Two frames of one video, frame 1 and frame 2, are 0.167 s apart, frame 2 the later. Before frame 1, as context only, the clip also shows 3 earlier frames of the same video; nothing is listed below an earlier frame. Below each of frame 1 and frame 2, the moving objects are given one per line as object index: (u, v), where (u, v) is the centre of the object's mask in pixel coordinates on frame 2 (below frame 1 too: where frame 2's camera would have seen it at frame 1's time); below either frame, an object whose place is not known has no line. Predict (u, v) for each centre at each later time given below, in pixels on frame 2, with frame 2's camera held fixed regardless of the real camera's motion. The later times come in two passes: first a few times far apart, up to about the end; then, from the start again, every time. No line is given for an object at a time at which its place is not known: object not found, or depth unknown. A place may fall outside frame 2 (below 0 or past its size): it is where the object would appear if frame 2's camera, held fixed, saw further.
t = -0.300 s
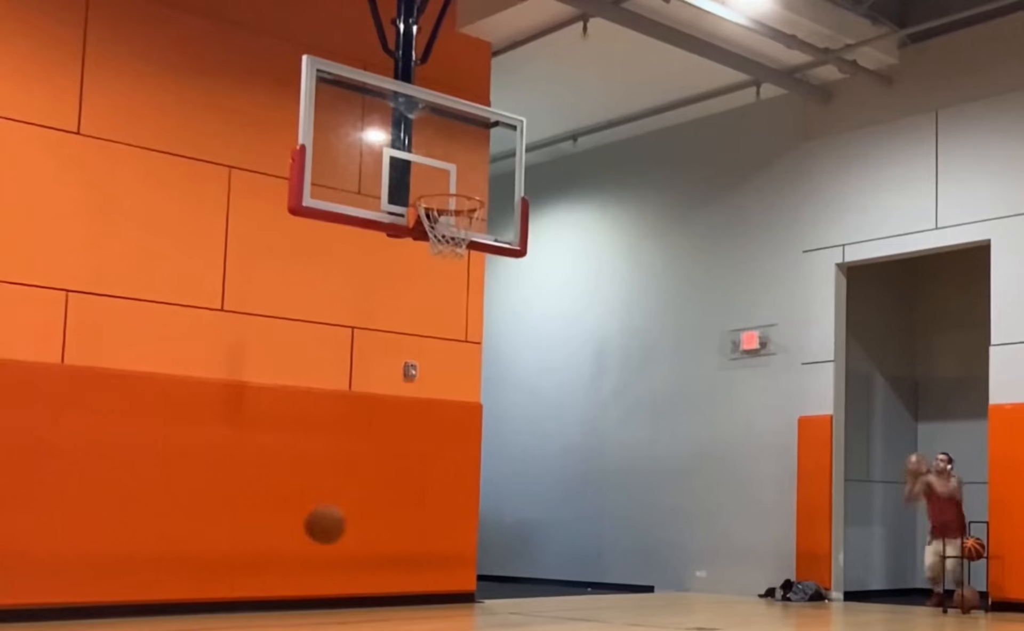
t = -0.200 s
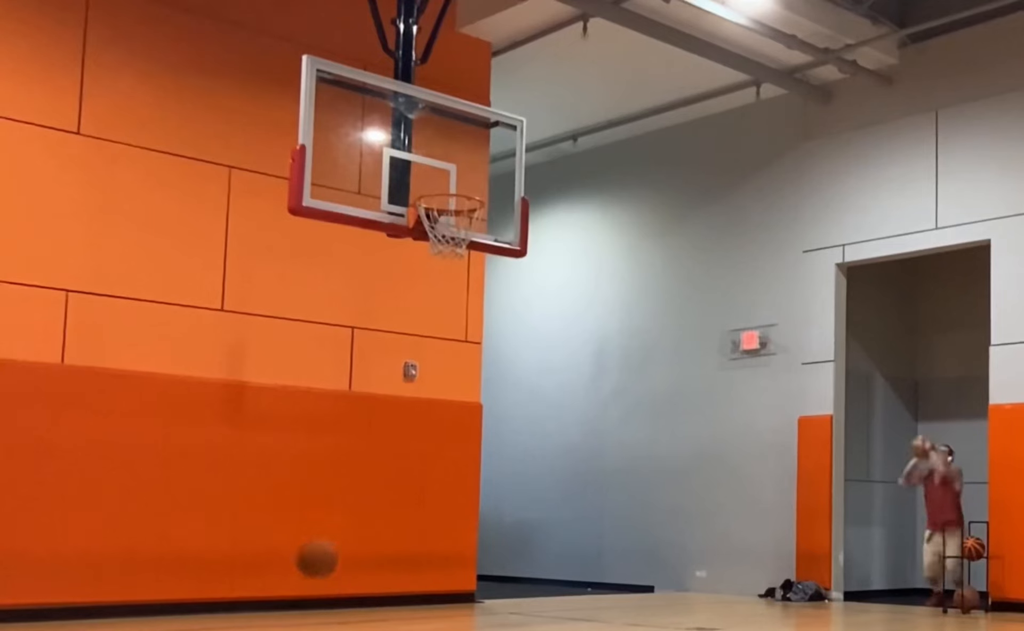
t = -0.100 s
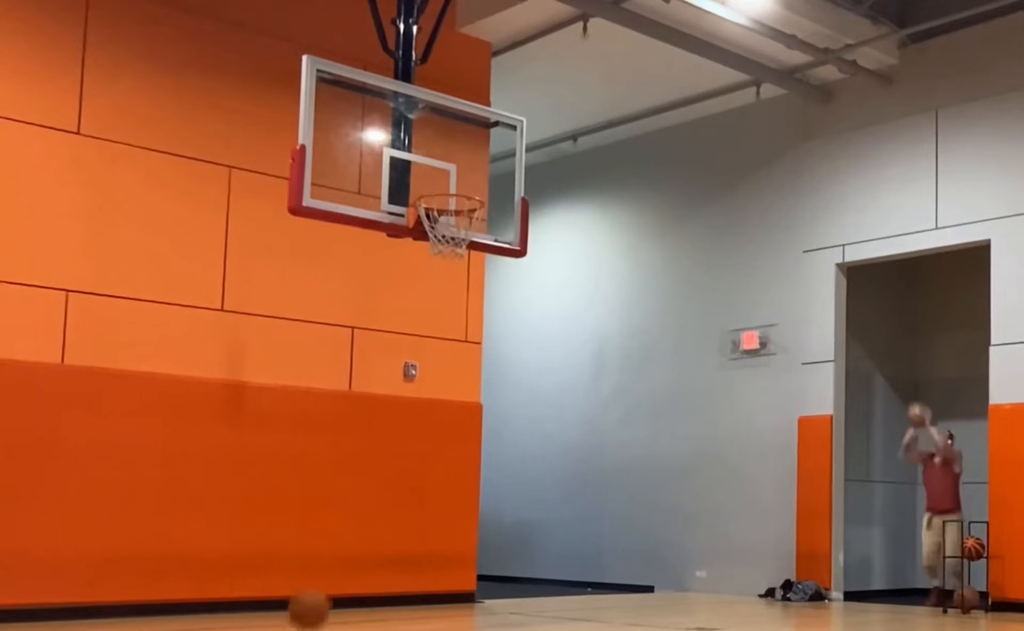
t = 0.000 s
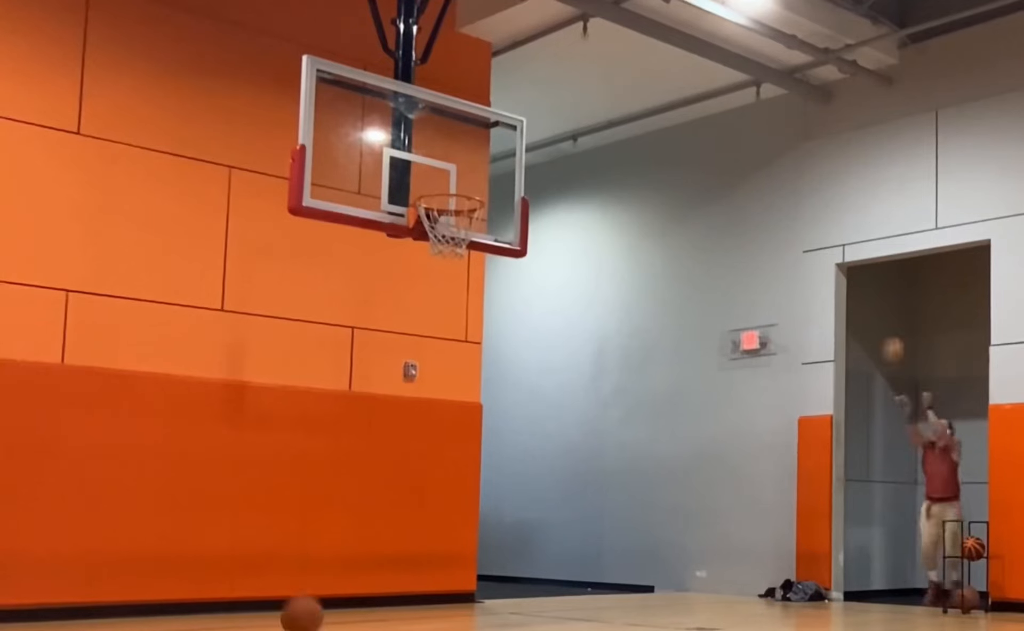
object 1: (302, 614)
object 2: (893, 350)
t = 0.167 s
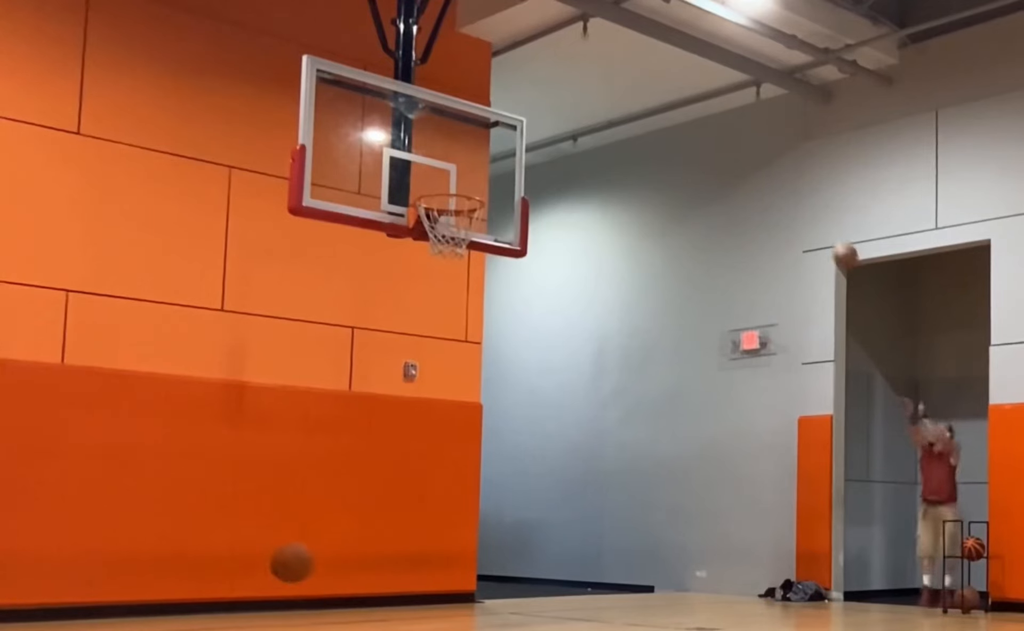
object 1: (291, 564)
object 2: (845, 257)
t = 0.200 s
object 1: (289, 559)
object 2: (834, 239)
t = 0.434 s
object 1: (270, 571)
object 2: (757, 144)
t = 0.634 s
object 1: (252, 626)
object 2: (683, 104)
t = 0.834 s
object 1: (237, 589)
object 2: (598, 107)
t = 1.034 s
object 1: (221, 607)
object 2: (501, 160)
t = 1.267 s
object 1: (199, 614)
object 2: (420, 220)
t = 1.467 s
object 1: (180, 615)
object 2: (433, 258)
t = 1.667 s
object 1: (161, 622)
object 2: (441, 350)
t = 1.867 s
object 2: (448, 497)
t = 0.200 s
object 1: (289, 559)
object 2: (834, 239)
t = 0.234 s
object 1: (286, 555)
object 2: (824, 222)
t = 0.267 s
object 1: (284, 553)
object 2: (813, 207)
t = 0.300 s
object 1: (282, 554)
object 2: (802, 192)
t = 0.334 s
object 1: (279, 555)
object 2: (791, 179)
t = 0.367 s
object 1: (276, 558)
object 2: (780, 166)
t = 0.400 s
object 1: (274, 565)
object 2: (768, 155)
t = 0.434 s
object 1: (270, 571)
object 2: (757, 144)
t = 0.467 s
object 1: (267, 582)
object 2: (745, 135)
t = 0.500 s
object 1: (264, 593)
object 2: (733, 126)
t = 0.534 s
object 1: (261, 606)
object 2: (721, 119)
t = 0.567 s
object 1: (258, 615)
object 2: (709, 114)
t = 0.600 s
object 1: (255, 626)
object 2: (697, 108)
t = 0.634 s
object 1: (252, 626)
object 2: (683, 104)
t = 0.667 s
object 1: (250, 618)
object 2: (670, 102)
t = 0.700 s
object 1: (248, 612)
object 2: (656, 99)
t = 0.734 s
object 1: (245, 604)
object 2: (643, 100)
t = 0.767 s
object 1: (243, 597)
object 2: (629, 101)
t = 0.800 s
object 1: (240, 593)
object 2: (614, 103)
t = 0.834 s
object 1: (237, 589)
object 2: (598, 107)
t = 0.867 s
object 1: (235, 587)
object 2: (583, 112)
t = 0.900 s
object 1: (232, 587)
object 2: (568, 119)
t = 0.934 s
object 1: (229, 589)
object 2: (552, 126)
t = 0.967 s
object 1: (227, 592)
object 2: (536, 135)
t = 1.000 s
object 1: (223, 599)
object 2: (518, 147)
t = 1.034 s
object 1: (221, 607)
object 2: (501, 160)
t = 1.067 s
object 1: (217, 613)
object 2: (484, 175)
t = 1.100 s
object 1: (214, 619)
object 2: (466, 190)
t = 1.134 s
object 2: (449, 207)
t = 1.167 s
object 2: (430, 226)
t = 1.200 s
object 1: (205, 622)
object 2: (422, 225)
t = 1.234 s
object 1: (202, 618)
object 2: (421, 221)
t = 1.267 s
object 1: (199, 614)
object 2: (420, 220)
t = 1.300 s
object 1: (196, 612)
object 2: (422, 225)
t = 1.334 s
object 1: (193, 609)
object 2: (424, 225)
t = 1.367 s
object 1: (190, 609)
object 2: (425, 230)
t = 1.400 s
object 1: (187, 609)
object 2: (429, 237)
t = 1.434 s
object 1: (184, 612)
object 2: (432, 244)
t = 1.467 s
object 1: (180, 615)
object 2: (433, 258)
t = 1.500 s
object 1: (177, 617)
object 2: (434, 268)
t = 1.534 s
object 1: (174, 622)
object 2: (435, 283)
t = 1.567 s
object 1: (168, 628)
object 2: (437, 297)
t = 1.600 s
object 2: (438, 313)
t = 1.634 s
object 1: (162, 626)
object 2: (440, 331)
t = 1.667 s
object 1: (161, 622)
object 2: (441, 350)
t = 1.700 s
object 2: (443, 371)
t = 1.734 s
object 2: (444, 393)
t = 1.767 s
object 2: (446, 416)
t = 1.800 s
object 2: (447, 441)
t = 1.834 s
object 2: (448, 468)
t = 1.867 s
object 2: (448, 497)
